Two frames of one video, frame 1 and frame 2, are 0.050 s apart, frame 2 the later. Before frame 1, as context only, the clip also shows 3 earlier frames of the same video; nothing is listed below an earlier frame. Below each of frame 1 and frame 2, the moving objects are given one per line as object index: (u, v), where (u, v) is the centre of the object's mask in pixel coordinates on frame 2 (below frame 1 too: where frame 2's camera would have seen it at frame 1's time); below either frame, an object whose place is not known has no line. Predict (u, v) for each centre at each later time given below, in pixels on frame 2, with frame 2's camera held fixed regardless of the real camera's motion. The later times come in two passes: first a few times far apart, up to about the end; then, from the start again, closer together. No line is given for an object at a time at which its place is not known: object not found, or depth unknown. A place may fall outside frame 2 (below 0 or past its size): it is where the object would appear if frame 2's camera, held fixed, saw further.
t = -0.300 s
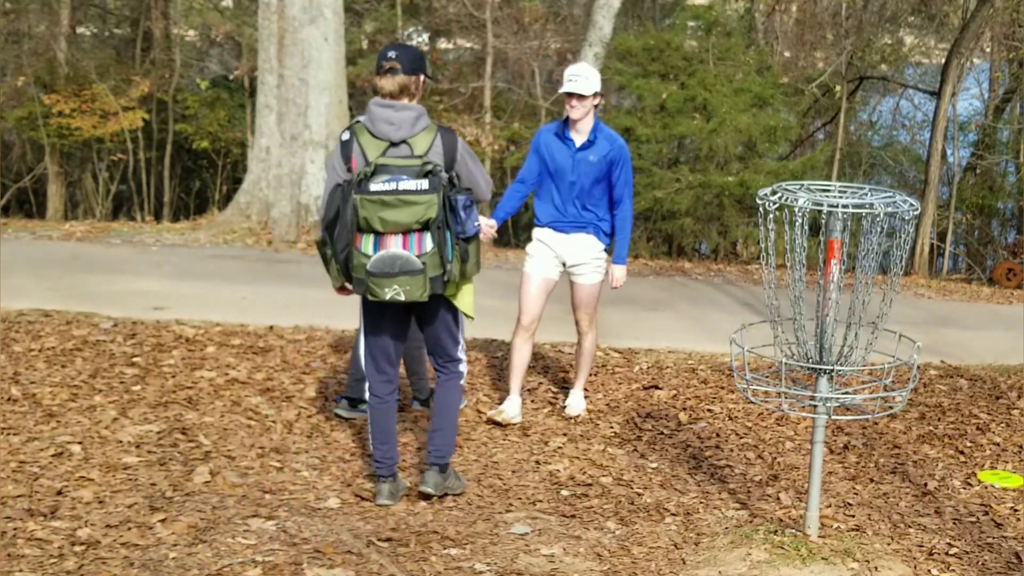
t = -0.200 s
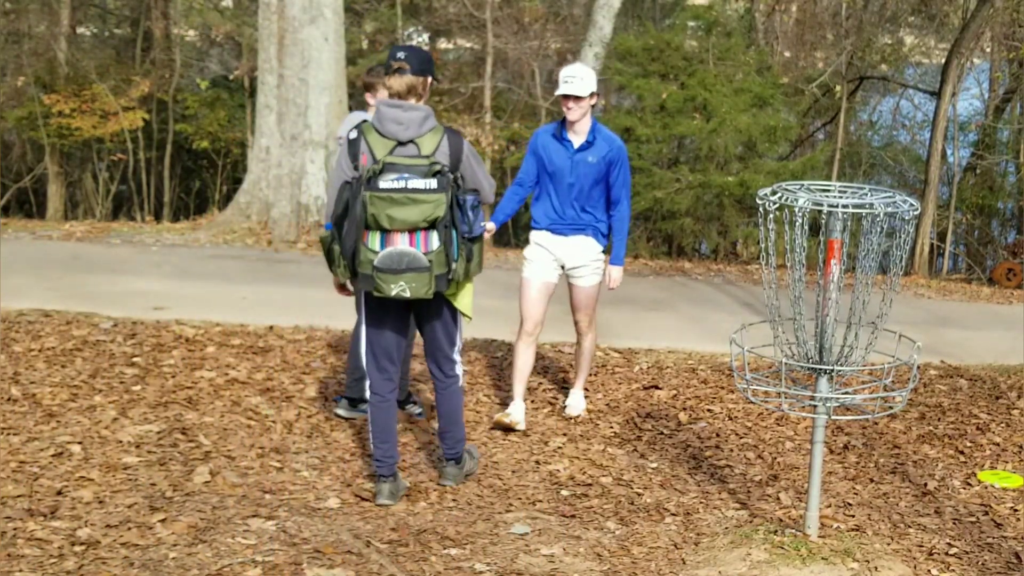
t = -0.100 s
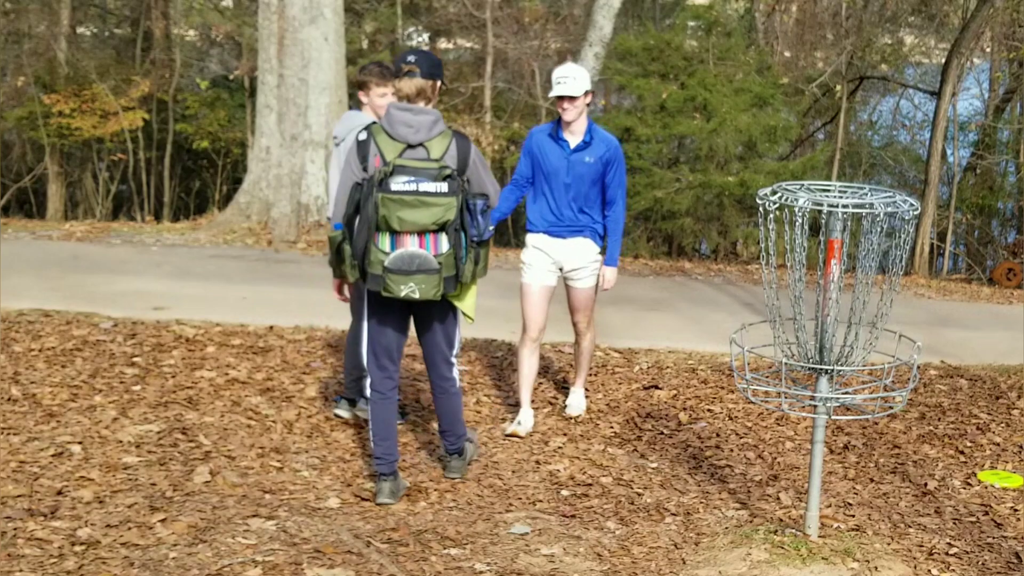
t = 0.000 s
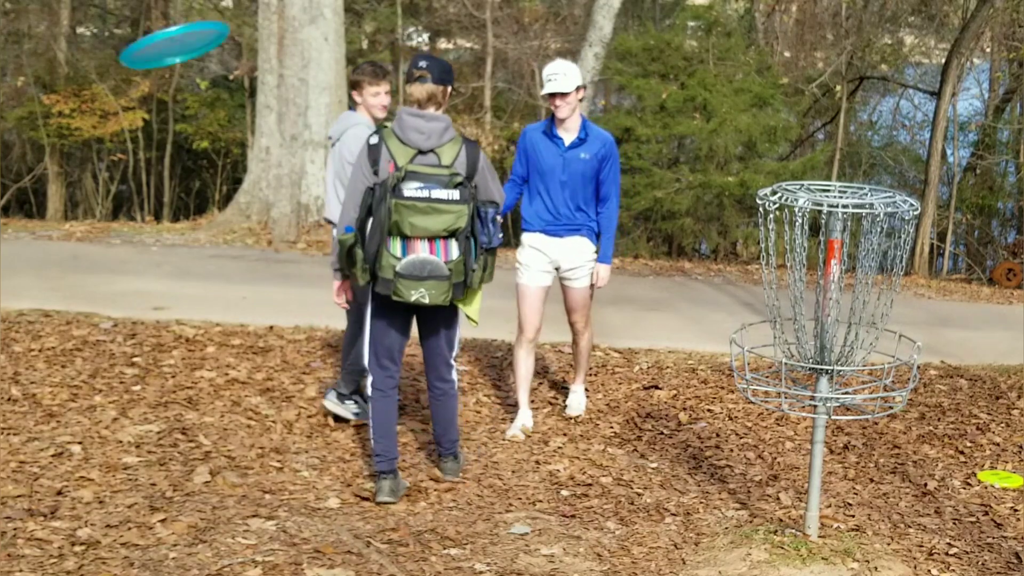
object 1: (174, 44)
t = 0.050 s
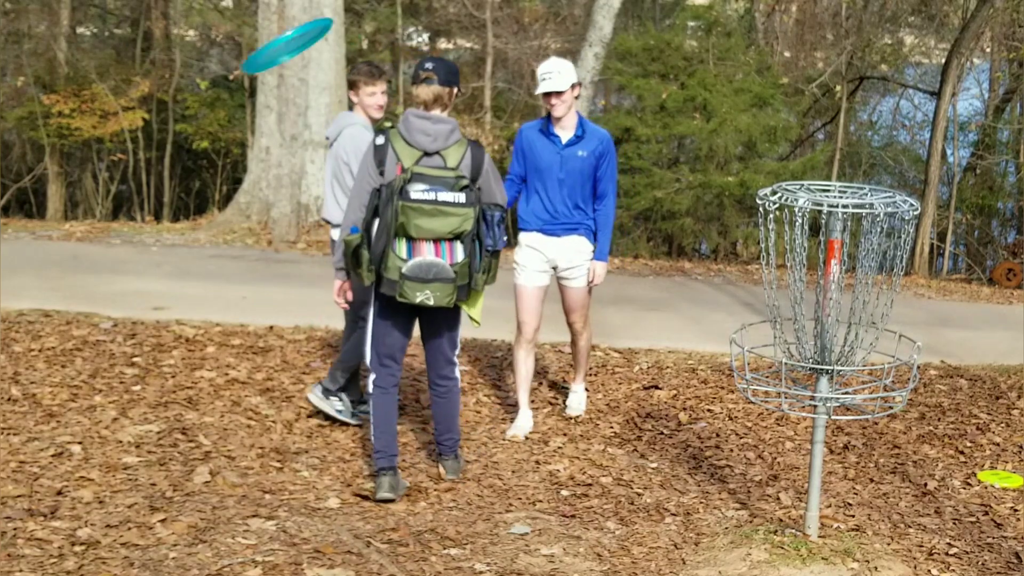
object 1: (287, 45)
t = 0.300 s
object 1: (641, 122)
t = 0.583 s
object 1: (764, 282)
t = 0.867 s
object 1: (798, 349)
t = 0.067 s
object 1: (322, 46)
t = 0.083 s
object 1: (354, 48)
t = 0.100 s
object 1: (383, 51)
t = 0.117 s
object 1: (412, 54)
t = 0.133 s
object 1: (439, 57)
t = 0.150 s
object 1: (464, 62)
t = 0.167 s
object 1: (488, 66)
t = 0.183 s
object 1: (510, 72)
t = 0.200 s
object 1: (532, 78)
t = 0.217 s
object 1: (554, 84)
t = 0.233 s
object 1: (574, 91)
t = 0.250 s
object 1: (593, 98)
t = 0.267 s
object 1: (610, 106)
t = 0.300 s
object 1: (641, 122)
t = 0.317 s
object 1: (656, 130)
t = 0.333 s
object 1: (670, 139)
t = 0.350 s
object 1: (683, 147)
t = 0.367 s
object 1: (695, 156)
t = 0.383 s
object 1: (706, 166)
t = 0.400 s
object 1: (716, 175)
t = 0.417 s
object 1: (725, 185)
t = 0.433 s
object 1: (733, 195)
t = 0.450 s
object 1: (741, 206)
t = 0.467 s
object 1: (749, 215)
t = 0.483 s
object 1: (755, 227)
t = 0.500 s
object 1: (759, 236)
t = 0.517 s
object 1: (762, 246)
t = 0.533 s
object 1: (763, 257)
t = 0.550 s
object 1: (764, 265)
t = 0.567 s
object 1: (764, 273)
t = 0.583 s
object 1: (764, 282)
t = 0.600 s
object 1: (763, 292)
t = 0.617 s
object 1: (763, 302)
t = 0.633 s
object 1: (762, 313)
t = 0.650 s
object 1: (761, 324)
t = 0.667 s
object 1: (761, 336)
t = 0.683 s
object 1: (761, 347)
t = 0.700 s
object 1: (765, 347)
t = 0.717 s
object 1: (770, 347)
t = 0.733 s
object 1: (773, 345)
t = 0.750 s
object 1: (774, 343)
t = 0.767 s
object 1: (782, 341)
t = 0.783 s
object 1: (787, 342)
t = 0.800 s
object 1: (784, 342)
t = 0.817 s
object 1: (784, 343)
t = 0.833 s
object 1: (786, 344)
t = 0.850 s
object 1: (795, 345)
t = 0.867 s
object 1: (798, 349)
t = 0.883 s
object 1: (799, 348)
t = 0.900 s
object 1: (798, 349)
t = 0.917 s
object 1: (799, 350)
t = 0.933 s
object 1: (799, 351)
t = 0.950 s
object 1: (799, 353)
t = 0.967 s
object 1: (791, 357)
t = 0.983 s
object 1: (795, 360)
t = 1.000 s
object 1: (793, 365)
